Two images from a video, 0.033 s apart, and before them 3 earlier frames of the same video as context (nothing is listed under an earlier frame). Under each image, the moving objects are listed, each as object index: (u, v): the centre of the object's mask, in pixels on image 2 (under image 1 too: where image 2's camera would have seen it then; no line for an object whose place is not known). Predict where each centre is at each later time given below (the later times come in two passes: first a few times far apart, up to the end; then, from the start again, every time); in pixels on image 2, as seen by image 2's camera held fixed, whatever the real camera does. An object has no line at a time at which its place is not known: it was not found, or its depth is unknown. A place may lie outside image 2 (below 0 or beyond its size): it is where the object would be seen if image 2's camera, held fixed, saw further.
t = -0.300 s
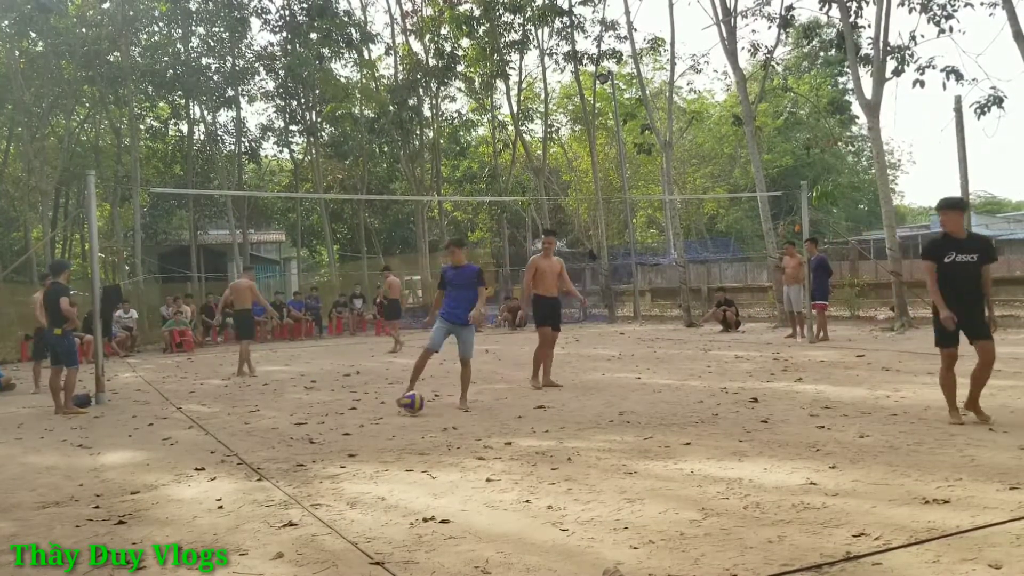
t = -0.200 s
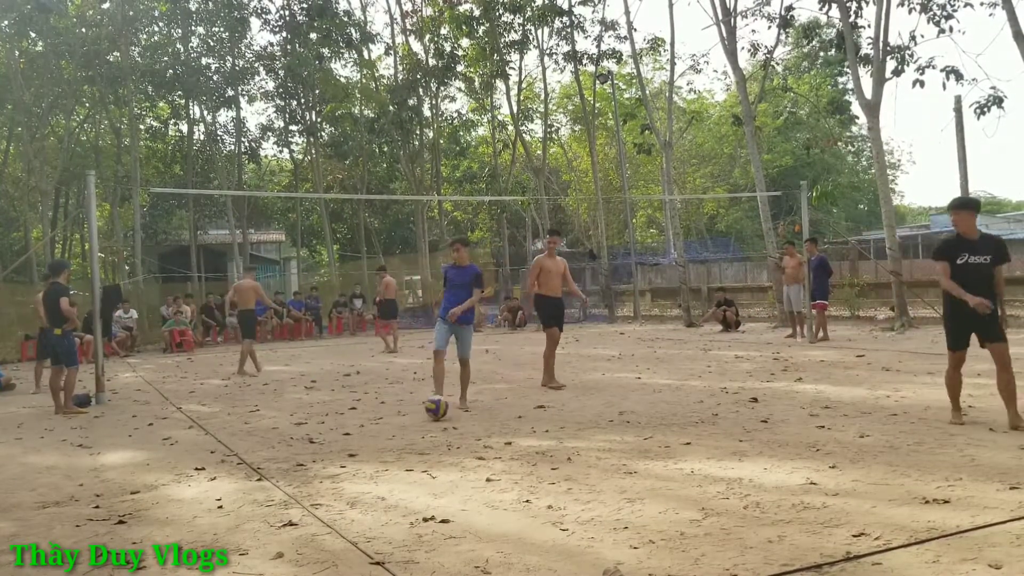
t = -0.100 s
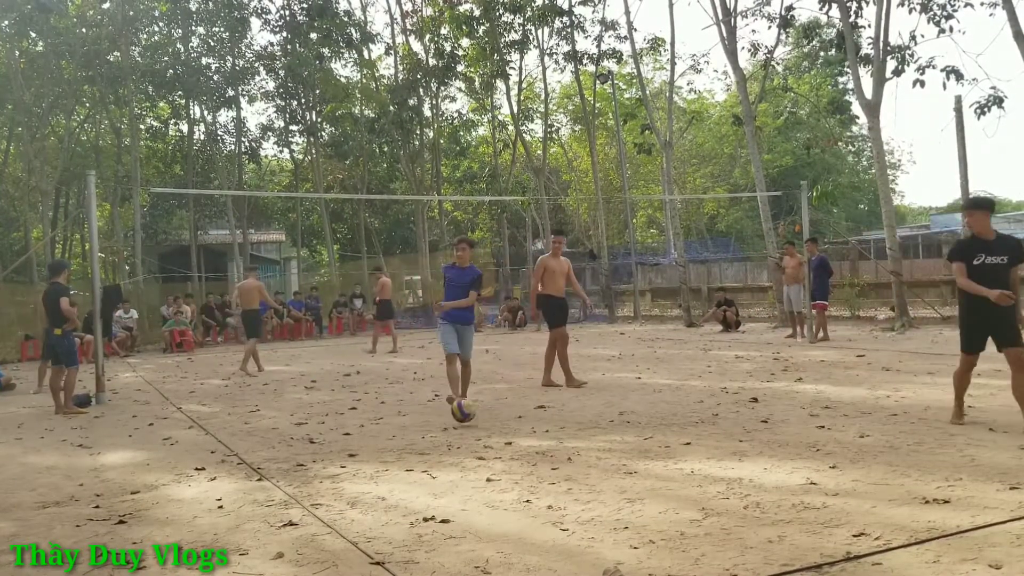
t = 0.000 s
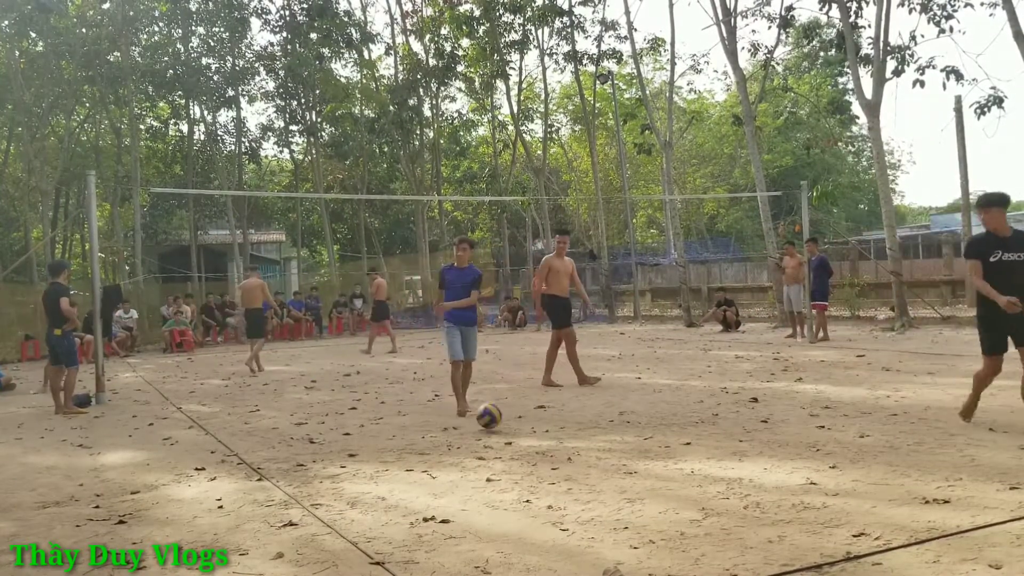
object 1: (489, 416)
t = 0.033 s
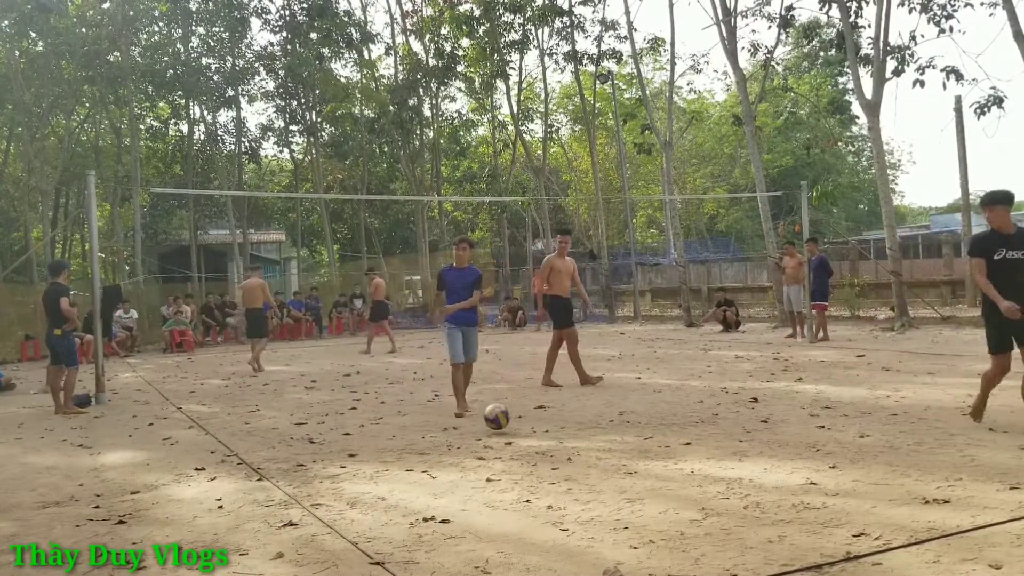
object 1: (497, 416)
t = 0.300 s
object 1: (557, 425)
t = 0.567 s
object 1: (620, 438)
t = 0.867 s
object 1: (711, 461)
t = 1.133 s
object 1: (812, 479)
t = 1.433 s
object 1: (956, 511)
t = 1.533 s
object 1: (1008, 524)
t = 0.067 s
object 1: (505, 419)
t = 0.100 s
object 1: (513, 423)
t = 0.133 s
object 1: (521, 425)
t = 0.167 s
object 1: (528, 425)
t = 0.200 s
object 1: (535, 426)
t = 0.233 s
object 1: (543, 429)
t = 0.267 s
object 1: (550, 428)
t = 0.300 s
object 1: (557, 425)
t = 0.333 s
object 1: (563, 424)
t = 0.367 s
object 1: (570, 425)
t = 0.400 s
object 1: (577, 427)
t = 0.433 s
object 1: (586, 431)
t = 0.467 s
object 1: (594, 436)
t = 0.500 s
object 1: (603, 439)
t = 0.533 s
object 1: (611, 438)
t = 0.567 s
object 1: (620, 438)
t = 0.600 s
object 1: (630, 440)
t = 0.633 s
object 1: (639, 443)
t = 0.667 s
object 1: (650, 449)
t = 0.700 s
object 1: (660, 449)
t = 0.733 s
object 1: (669, 449)
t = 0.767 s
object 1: (679, 451)
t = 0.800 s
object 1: (690, 455)
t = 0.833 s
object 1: (700, 460)
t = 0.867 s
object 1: (711, 461)
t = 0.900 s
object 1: (723, 462)
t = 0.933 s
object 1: (736, 467)
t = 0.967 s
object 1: (747, 468)
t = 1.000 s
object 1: (759, 469)
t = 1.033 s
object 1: (772, 473)
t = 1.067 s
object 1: (786, 479)
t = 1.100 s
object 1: (798, 478)
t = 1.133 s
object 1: (812, 479)
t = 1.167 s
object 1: (826, 483)
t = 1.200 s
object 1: (840, 490)
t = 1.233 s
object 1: (855, 491)
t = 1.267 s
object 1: (870, 492)
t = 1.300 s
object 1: (887, 496)
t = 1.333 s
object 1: (903, 503)
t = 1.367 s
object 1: (920, 503)
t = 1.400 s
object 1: (938, 506)
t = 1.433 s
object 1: (956, 511)
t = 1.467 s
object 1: (975, 517)
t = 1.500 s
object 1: (994, 520)
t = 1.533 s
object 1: (1008, 524)
